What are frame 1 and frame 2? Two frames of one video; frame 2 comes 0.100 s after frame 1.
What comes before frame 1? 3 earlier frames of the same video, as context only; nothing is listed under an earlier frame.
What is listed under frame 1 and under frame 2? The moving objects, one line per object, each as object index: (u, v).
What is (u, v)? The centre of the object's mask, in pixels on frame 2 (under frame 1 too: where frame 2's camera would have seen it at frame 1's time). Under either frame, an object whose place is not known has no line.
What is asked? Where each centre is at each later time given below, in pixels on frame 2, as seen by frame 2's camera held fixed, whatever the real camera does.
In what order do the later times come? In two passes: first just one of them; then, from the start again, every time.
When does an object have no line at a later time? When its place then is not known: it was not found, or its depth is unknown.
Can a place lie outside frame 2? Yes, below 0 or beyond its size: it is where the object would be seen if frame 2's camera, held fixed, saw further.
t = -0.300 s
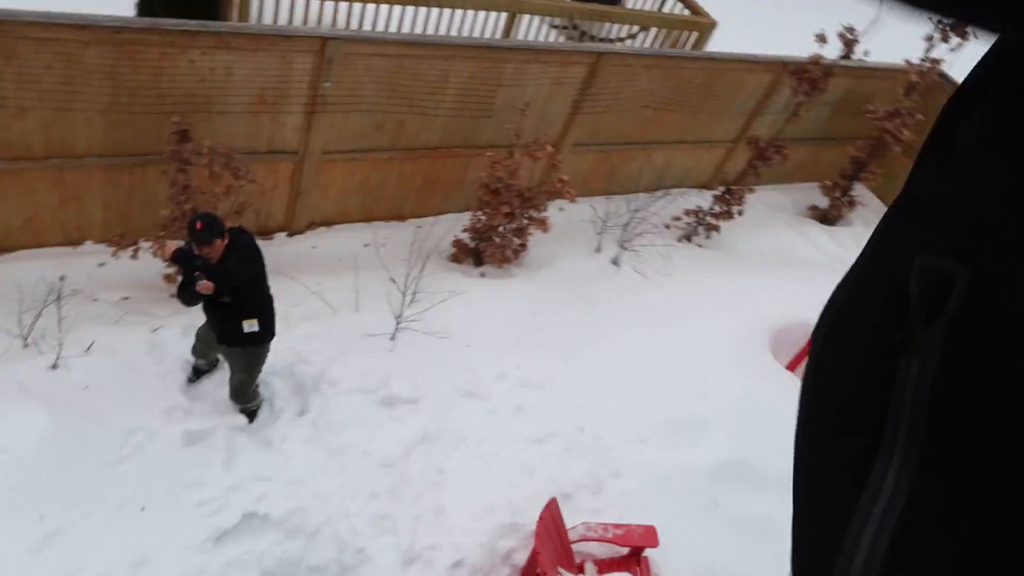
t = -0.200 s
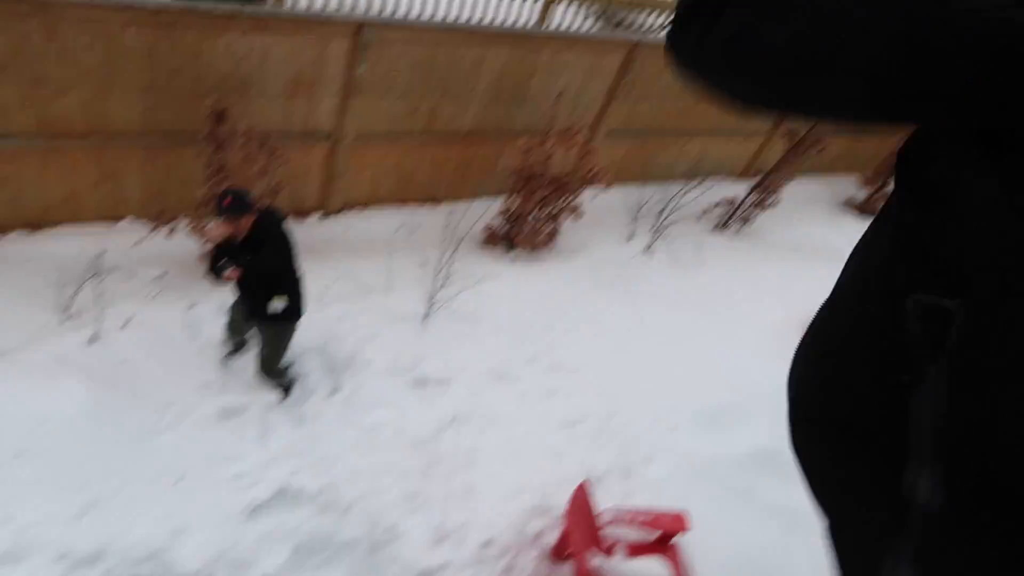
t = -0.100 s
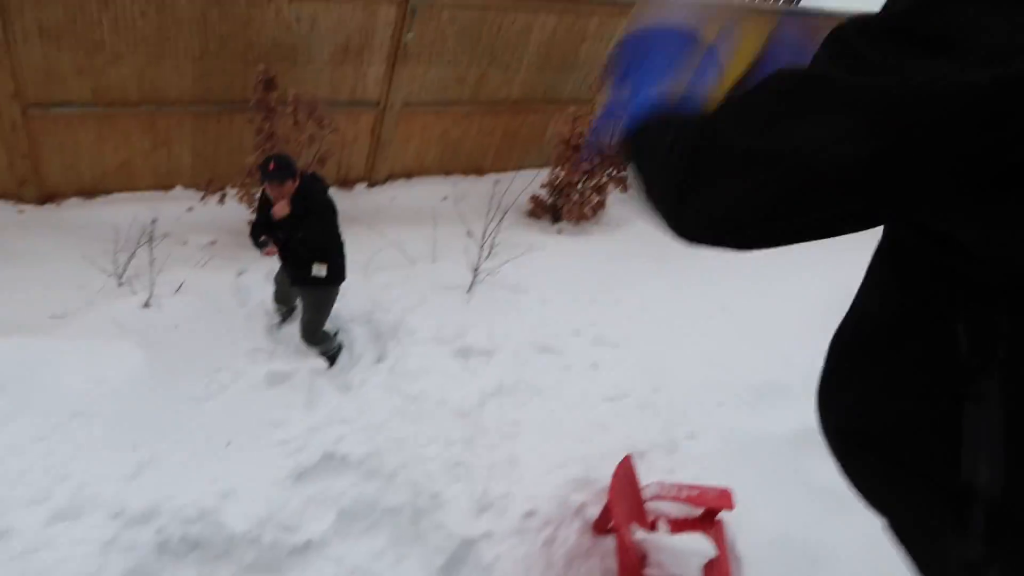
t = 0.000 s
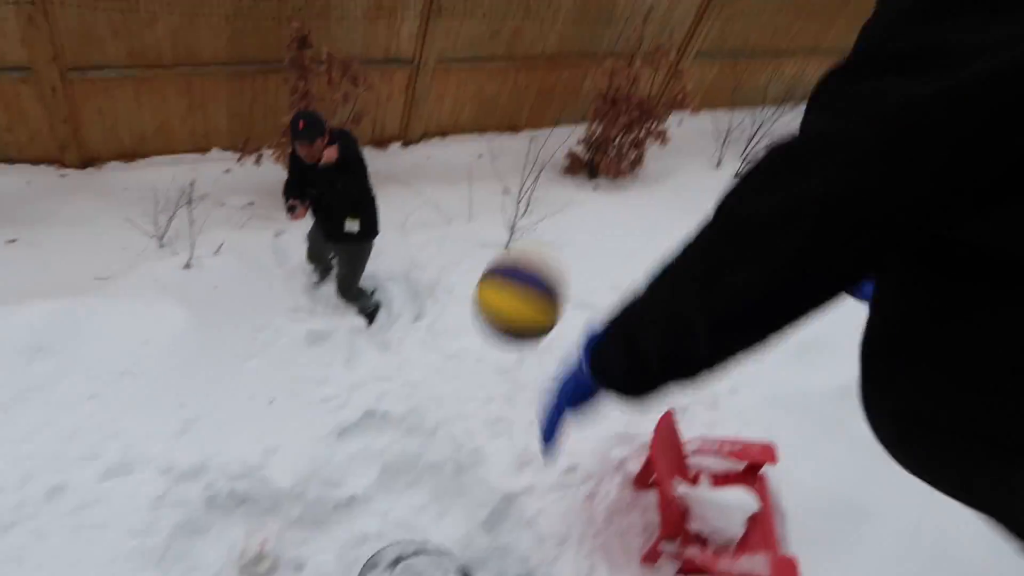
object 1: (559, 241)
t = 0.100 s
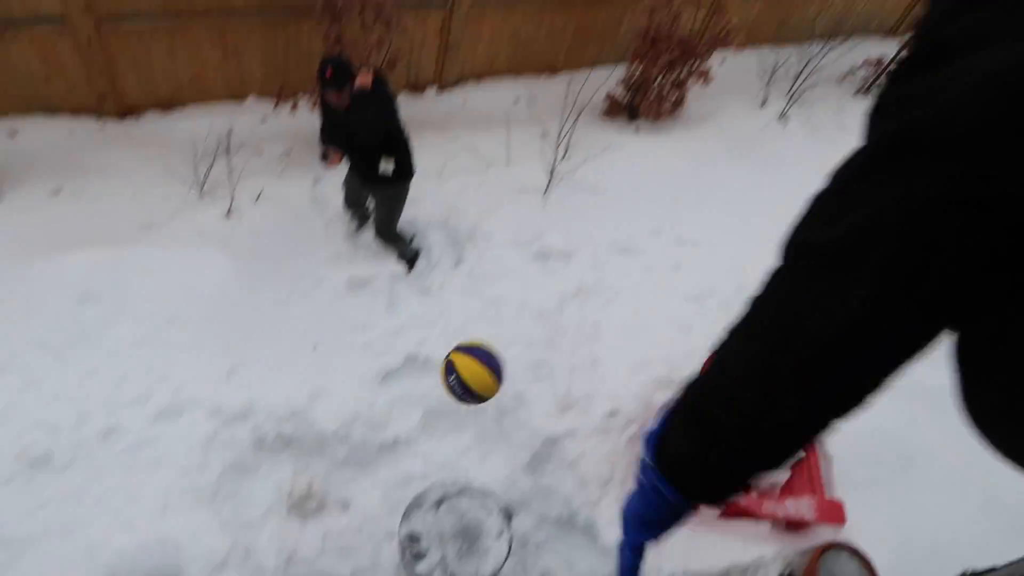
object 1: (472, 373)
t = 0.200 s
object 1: (422, 447)
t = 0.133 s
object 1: (453, 402)
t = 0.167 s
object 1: (436, 426)
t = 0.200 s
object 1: (422, 447)
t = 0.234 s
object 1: (409, 466)
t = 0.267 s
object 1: (400, 480)
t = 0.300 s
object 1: (403, 473)
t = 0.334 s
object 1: (407, 469)
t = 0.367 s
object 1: (410, 465)
